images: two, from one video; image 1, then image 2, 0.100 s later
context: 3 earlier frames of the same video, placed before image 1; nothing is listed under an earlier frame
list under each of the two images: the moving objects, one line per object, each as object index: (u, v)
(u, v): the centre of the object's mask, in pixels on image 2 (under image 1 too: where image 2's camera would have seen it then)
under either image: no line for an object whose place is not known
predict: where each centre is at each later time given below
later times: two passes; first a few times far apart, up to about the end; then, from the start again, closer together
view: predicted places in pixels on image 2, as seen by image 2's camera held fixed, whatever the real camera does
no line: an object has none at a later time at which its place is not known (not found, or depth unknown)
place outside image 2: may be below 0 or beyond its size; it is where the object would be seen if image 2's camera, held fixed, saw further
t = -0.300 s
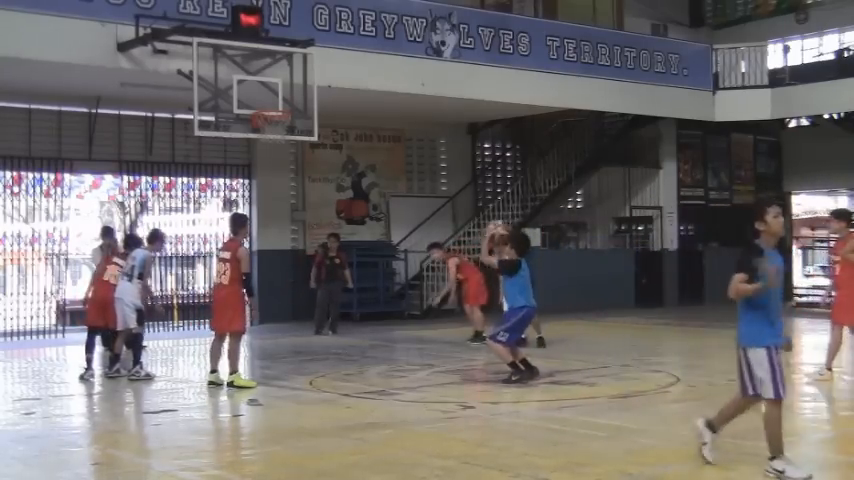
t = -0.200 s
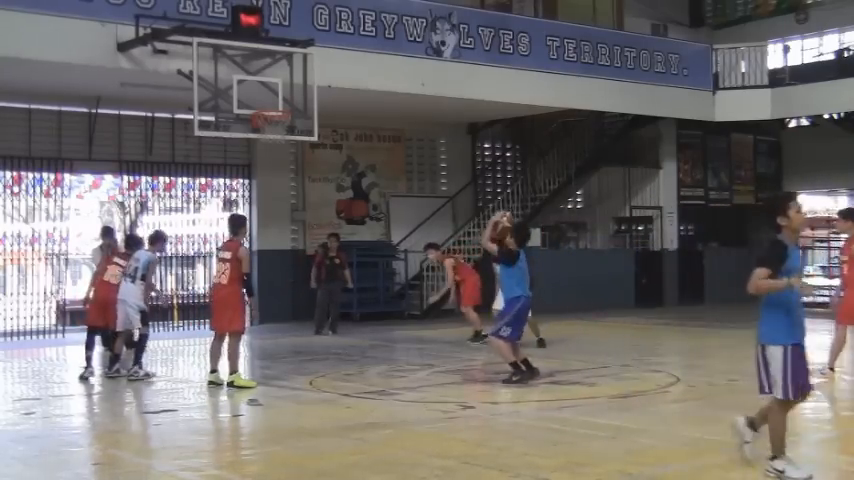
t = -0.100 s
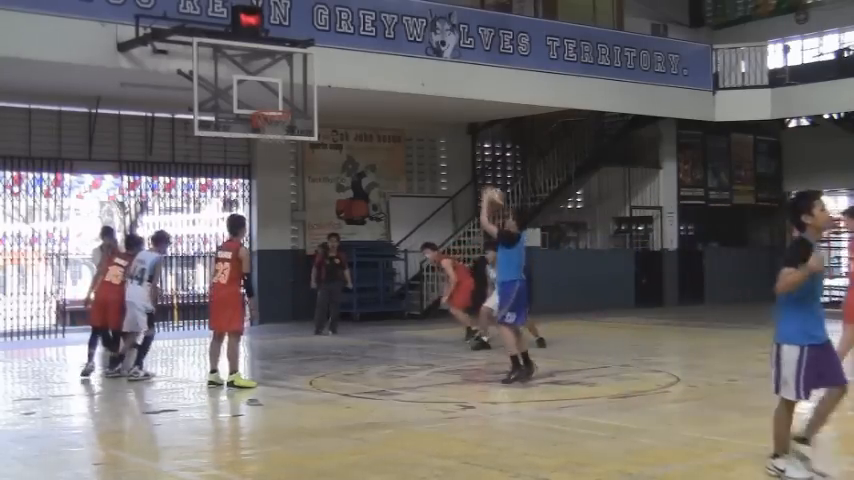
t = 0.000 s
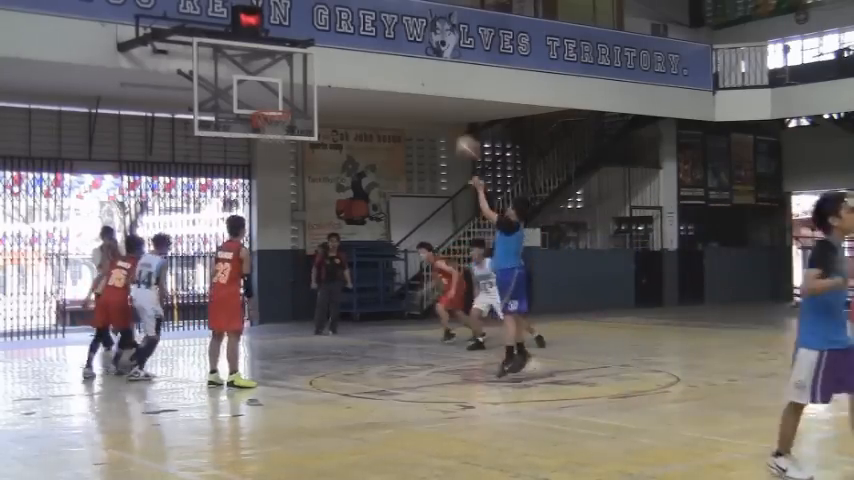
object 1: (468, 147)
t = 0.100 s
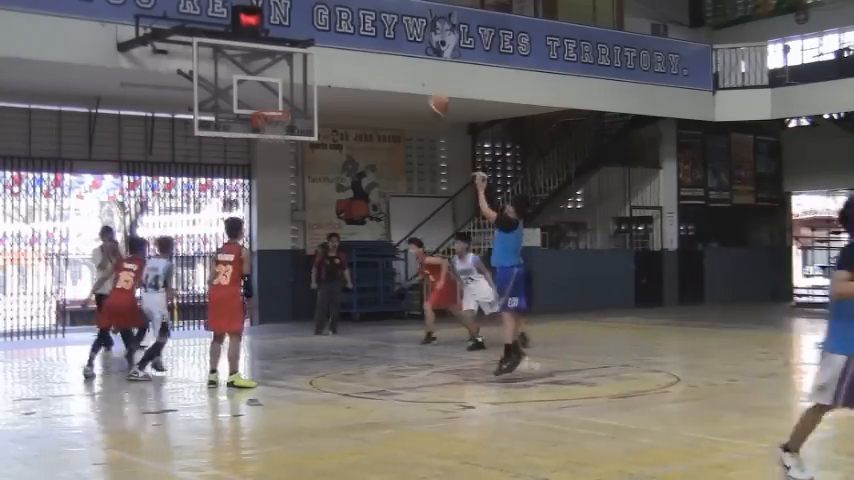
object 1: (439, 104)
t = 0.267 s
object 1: (395, 59)
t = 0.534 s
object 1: (336, 41)
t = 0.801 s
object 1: (288, 81)
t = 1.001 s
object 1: (270, 132)
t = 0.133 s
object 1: (430, 93)
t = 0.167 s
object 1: (420, 84)
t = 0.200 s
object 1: (411, 74)
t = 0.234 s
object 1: (403, 66)
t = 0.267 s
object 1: (395, 59)
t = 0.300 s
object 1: (388, 54)
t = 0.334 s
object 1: (379, 50)
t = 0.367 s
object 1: (372, 45)
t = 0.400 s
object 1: (365, 42)
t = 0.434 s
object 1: (357, 41)
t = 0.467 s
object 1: (350, 41)
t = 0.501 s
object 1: (344, 41)
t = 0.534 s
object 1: (336, 41)
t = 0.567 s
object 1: (330, 44)
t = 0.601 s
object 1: (323, 46)
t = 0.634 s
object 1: (318, 50)
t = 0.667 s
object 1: (312, 55)
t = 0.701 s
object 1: (306, 61)
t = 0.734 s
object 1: (299, 65)
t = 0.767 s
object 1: (294, 73)
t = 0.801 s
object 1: (288, 81)
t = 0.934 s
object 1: (264, 117)
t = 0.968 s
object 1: (263, 122)
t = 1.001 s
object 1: (270, 132)
